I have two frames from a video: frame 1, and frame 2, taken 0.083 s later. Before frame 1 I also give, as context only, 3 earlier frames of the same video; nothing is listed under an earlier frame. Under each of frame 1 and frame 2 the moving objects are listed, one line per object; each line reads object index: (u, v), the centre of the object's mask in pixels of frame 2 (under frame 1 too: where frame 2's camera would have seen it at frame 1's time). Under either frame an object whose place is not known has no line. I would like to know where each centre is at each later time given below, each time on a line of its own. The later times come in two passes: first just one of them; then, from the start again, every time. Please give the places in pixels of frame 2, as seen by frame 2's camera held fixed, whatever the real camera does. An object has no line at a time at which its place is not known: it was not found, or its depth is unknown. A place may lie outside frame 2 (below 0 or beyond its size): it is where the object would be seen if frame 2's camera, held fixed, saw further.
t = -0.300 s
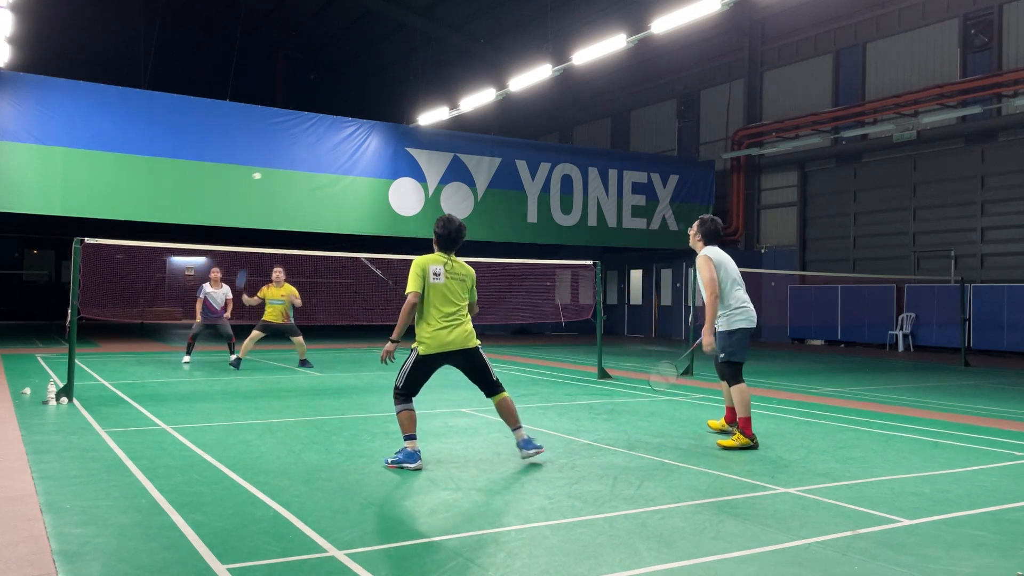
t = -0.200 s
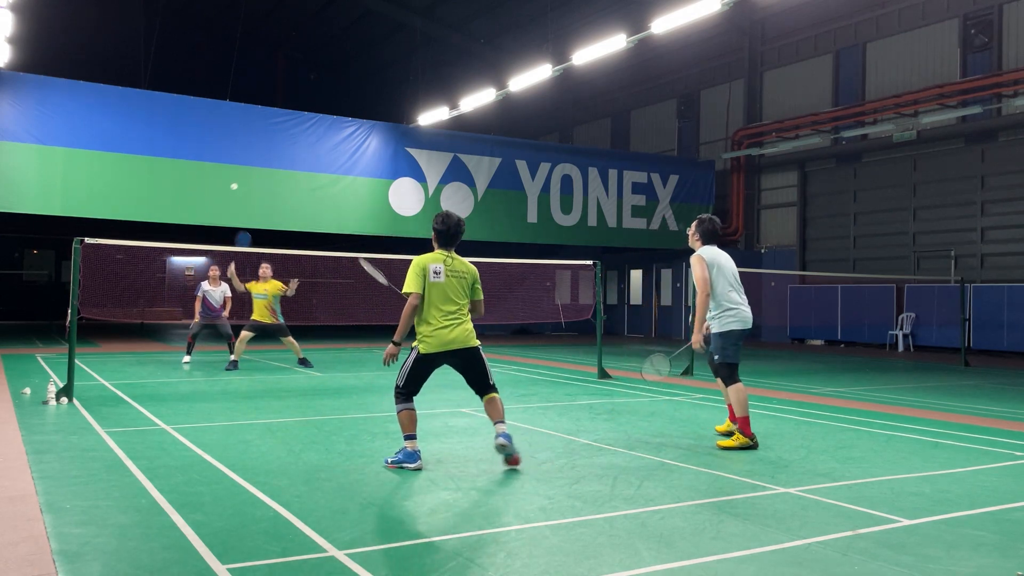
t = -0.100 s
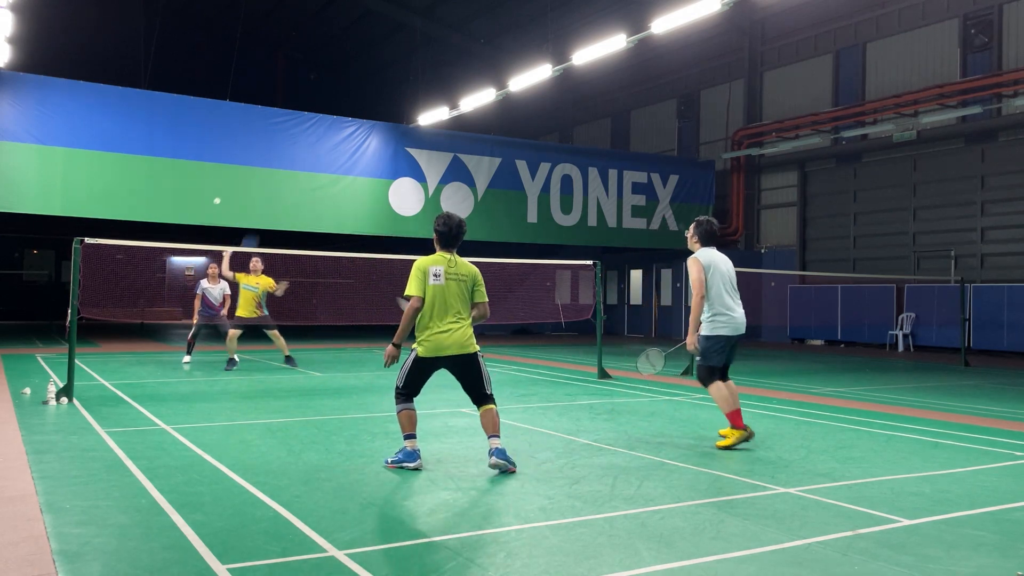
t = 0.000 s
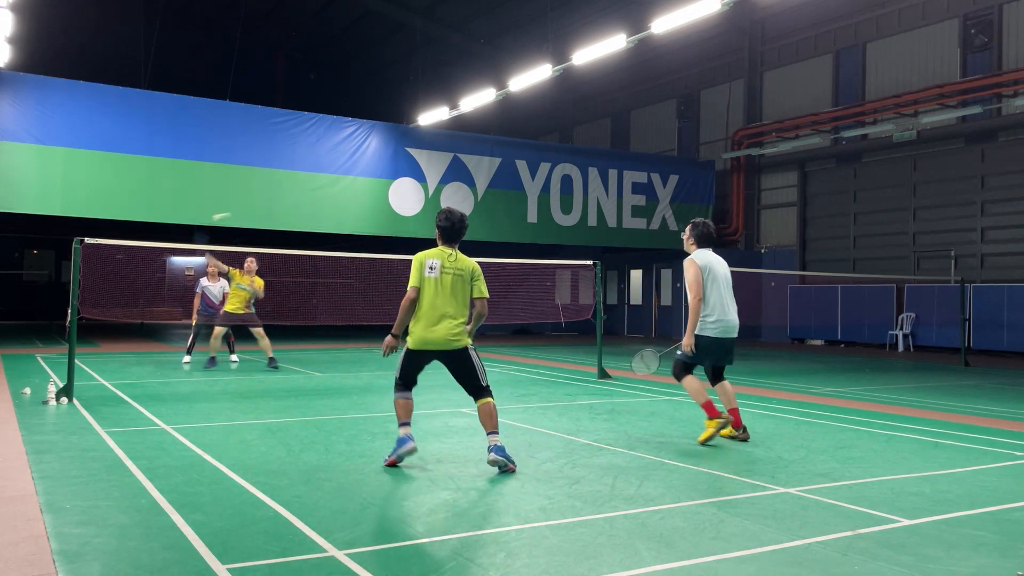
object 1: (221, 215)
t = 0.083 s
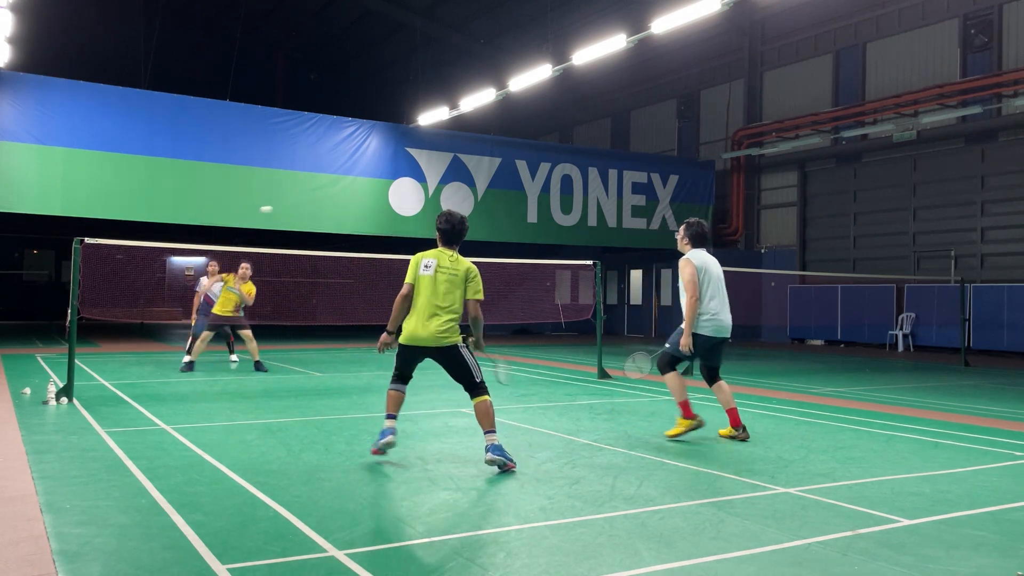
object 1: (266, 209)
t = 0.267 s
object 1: (352, 219)
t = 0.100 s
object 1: (274, 208)
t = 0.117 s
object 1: (282, 207)
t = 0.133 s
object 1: (290, 207)
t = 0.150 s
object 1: (298, 208)
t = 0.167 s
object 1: (305, 208)
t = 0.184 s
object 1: (313, 209)
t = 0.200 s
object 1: (321, 211)
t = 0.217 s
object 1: (328, 212)
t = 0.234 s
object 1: (336, 214)
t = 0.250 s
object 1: (344, 217)
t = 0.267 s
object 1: (352, 219)
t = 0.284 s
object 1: (359, 222)
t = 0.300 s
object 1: (366, 226)
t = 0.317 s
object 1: (375, 230)
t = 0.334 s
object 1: (382, 234)
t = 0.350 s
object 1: (390, 239)
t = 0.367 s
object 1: (398, 244)
